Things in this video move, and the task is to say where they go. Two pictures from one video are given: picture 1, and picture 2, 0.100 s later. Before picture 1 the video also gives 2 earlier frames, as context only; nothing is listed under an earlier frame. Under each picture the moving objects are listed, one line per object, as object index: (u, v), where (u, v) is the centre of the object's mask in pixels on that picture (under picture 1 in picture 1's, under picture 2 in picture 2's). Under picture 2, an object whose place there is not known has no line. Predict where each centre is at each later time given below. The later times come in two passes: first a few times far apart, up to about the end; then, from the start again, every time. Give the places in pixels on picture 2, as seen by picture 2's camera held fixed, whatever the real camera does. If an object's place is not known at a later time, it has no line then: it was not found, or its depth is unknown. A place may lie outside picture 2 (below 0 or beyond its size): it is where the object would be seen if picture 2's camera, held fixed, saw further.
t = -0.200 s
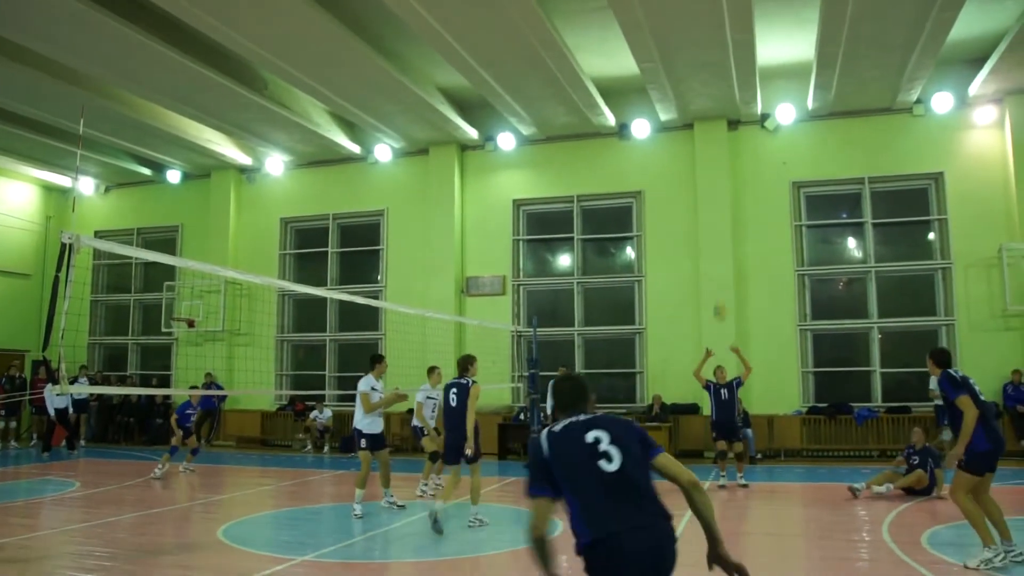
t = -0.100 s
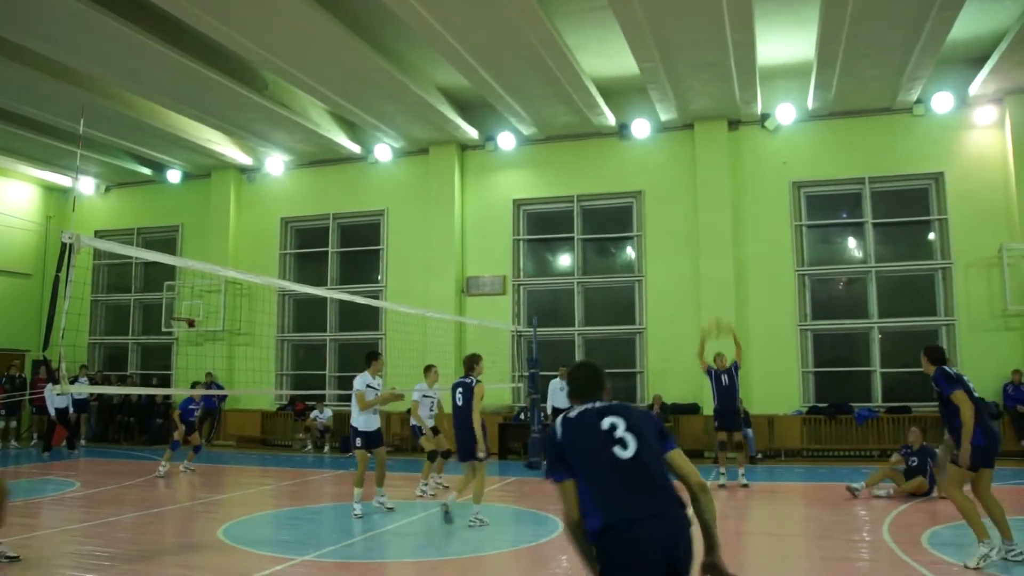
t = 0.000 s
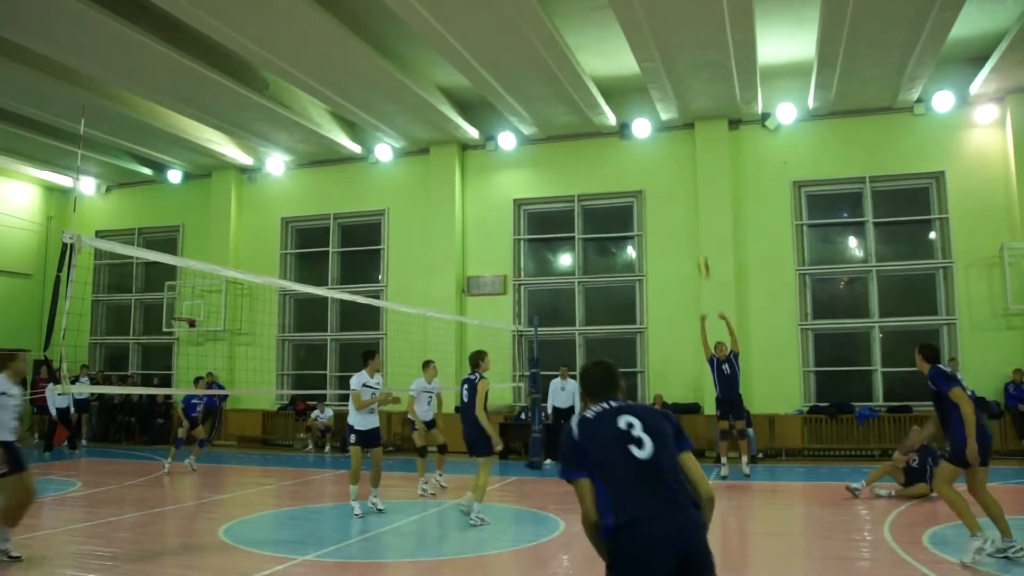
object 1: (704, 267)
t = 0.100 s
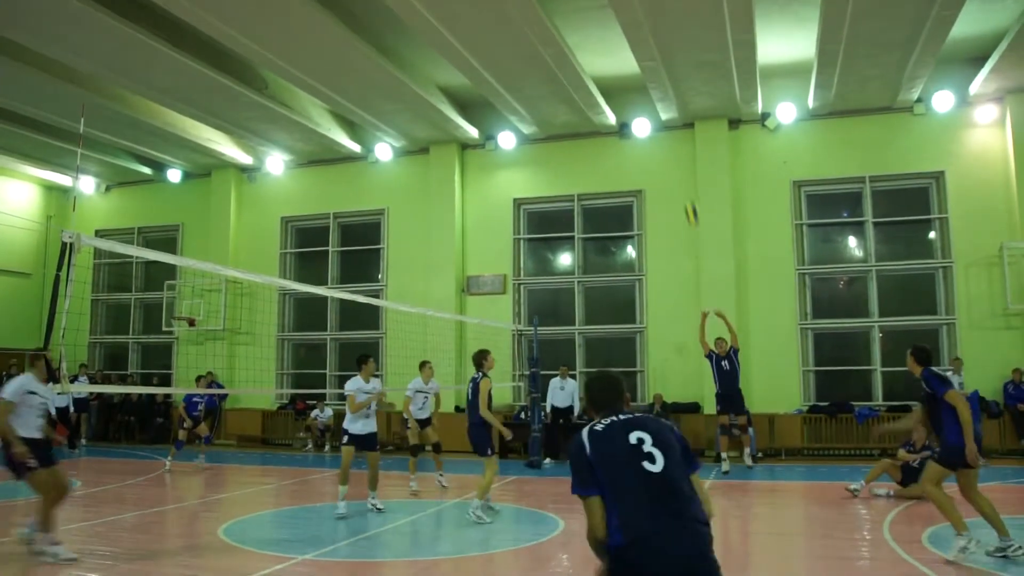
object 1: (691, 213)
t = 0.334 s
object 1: (661, 110)
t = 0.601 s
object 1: (623, 31)
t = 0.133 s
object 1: (687, 196)
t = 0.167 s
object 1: (683, 180)
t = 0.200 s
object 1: (679, 165)
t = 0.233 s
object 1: (674, 149)
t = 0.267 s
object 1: (670, 135)
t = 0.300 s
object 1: (666, 125)
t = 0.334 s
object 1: (661, 110)
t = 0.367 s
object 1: (655, 96)
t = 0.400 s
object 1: (651, 86)
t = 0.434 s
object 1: (647, 75)
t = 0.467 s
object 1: (642, 66)
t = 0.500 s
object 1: (638, 56)
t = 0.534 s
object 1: (633, 47)
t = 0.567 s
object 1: (628, 39)
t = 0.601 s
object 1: (623, 31)
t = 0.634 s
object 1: (618, 25)
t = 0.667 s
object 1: (613, 20)
